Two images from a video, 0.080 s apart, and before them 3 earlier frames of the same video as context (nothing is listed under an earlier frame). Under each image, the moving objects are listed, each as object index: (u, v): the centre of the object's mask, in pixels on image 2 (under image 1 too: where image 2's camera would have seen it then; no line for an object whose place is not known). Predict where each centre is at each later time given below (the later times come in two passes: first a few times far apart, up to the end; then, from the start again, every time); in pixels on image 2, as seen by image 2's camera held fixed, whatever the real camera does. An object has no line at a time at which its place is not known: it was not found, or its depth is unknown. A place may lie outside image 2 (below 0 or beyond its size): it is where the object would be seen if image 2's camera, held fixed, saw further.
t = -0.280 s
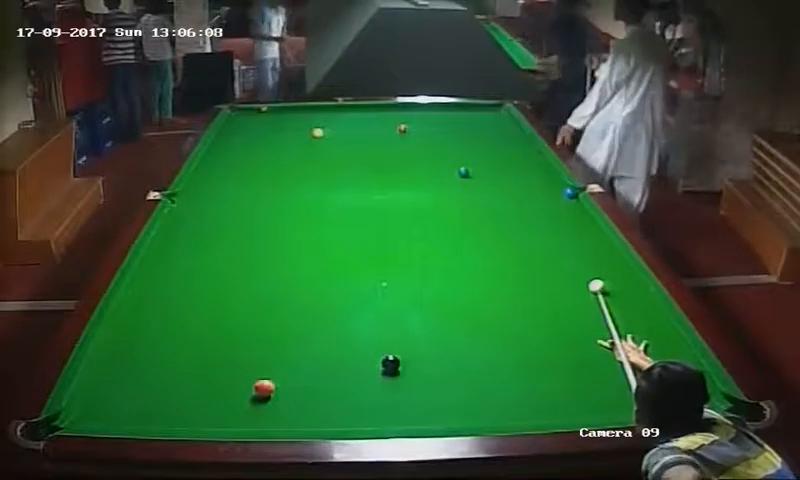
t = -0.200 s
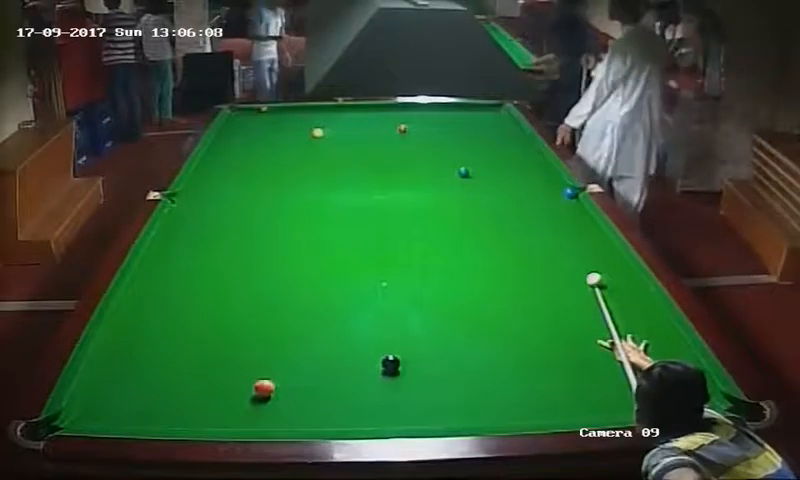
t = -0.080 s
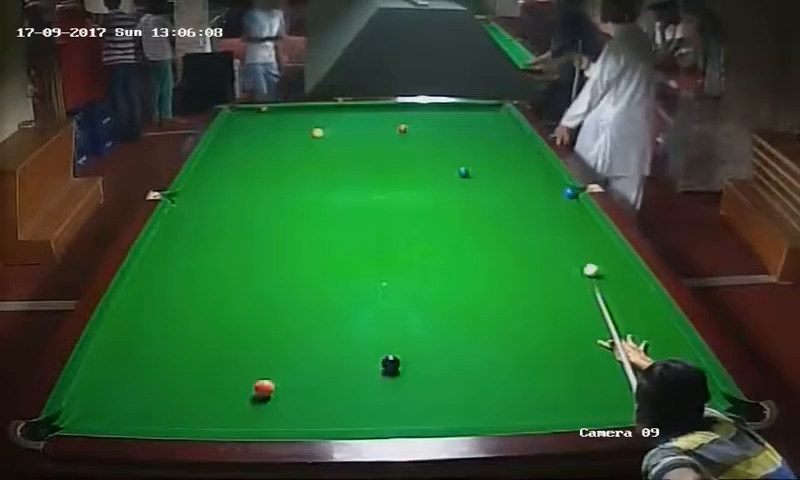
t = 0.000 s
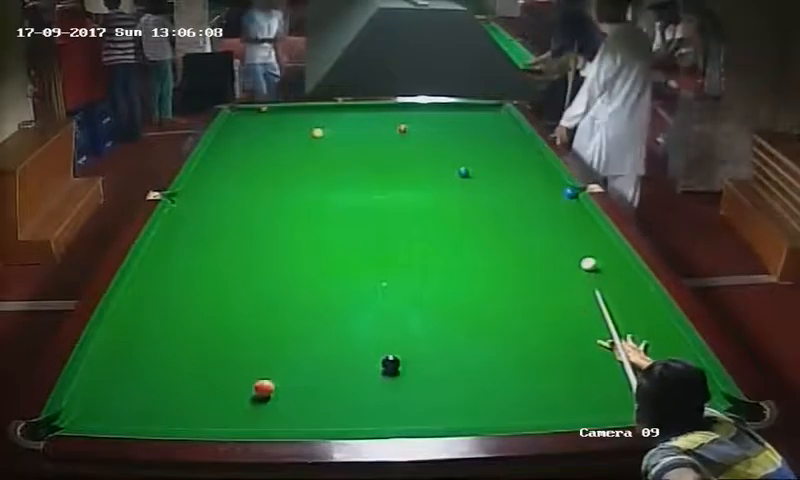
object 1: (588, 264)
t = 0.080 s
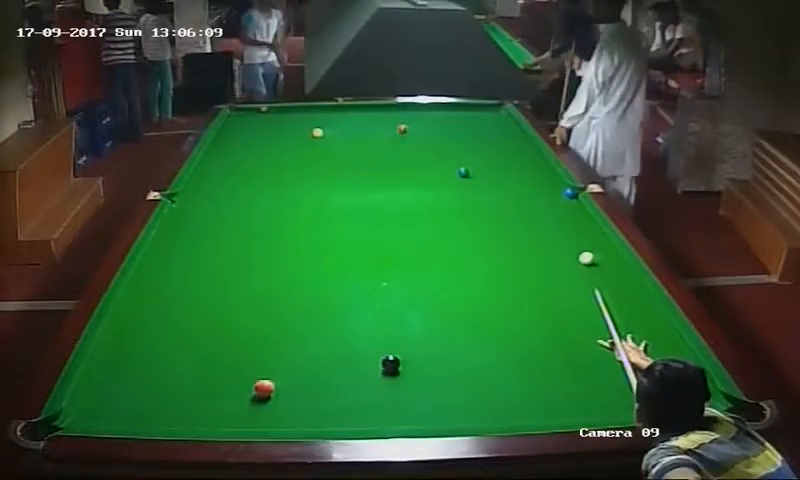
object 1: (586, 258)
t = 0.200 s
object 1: (583, 250)
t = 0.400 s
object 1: (578, 237)
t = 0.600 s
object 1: (575, 227)
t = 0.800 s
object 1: (570, 217)
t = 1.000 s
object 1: (567, 208)
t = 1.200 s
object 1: (563, 200)
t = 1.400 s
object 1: (559, 193)
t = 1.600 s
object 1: (550, 188)
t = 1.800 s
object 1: (542, 183)
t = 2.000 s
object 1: (535, 179)
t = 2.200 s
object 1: (528, 175)
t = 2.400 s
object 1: (522, 171)
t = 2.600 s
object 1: (516, 168)
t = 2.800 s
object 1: (511, 165)
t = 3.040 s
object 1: (506, 163)
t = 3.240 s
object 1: (501, 160)
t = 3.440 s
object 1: (498, 159)
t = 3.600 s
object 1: (495, 157)
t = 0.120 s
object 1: (585, 255)
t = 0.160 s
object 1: (584, 252)
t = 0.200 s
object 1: (583, 250)
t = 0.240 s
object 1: (582, 247)
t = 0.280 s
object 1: (581, 245)
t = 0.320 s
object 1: (580, 242)
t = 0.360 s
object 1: (579, 240)
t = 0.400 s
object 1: (578, 237)
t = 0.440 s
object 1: (578, 235)
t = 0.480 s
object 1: (577, 233)
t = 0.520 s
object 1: (576, 231)
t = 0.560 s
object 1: (575, 229)
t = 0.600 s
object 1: (575, 227)
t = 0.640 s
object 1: (574, 225)
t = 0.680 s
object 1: (573, 223)
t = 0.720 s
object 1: (572, 221)
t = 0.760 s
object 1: (571, 219)
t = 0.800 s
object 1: (570, 217)
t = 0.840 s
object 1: (570, 215)
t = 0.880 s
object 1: (569, 213)
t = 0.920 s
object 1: (568, 211)
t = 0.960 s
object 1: (567, 210)
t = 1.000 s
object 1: (567, 208)
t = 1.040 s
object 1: (566, 207)
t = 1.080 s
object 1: (565, 205)
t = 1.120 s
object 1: (565, 204)
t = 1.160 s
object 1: (564, 202)
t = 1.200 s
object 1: (563, 200)
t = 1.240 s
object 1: (563, 199)
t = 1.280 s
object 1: (562, 198)
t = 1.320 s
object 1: (561, 196)
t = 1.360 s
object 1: (560, 195)
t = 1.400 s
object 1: (559, 193)
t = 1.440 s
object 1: (558, 192)
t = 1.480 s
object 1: (555, 192)
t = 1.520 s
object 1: (554, 190)
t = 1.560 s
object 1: (552, 189)
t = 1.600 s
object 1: (550, 188)
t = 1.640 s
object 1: (549, 187)
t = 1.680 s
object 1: (547, 186)
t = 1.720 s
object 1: (545, 185)
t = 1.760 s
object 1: (543, 184)
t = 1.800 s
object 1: (542, 183)
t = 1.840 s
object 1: (541, 182)
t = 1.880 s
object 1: (539, 181)
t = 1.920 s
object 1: (538, 180)
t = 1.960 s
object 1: (536, 179)
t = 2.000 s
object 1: (535, 179)
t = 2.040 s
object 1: (533, 178)
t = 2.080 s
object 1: (532, 177)
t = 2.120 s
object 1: (531, 176)
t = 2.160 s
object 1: (529, 176)
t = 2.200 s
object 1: (528, 175)
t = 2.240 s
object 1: (527, 174)
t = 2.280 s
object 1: (525, 173)
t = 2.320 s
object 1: (524, 173)
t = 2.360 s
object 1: (523, 172)
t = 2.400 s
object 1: (522, 171)
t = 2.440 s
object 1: (520, 171)
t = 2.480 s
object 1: (520, 170)
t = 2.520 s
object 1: (518, 169)
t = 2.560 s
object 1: (517, 169)
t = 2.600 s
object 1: (516, 168)
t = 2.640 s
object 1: (515, 168)
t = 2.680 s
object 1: (514, 167)
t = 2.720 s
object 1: (513, 166)
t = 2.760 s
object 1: (512, 166)
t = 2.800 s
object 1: (511, 165)
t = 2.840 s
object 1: (510, 165)
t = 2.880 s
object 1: (509, 164)
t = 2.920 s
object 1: (508, 164)
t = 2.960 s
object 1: (507, 164)
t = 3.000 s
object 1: (506, 163)
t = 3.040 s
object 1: (506, 163)
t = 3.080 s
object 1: (505, 162)
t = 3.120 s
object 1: (504, 161)
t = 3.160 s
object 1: (503, 161)
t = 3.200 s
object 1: (503, 161)
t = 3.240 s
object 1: (501, 160)
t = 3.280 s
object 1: (501, 160)
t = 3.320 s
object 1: (500, 160)
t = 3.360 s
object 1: (499, 159)
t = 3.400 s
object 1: (498, 159)
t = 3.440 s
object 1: (498, 159)
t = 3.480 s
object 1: (498, 158)
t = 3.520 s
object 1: (496, 158)
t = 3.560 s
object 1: (496, 157)
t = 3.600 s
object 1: (495, 157)
